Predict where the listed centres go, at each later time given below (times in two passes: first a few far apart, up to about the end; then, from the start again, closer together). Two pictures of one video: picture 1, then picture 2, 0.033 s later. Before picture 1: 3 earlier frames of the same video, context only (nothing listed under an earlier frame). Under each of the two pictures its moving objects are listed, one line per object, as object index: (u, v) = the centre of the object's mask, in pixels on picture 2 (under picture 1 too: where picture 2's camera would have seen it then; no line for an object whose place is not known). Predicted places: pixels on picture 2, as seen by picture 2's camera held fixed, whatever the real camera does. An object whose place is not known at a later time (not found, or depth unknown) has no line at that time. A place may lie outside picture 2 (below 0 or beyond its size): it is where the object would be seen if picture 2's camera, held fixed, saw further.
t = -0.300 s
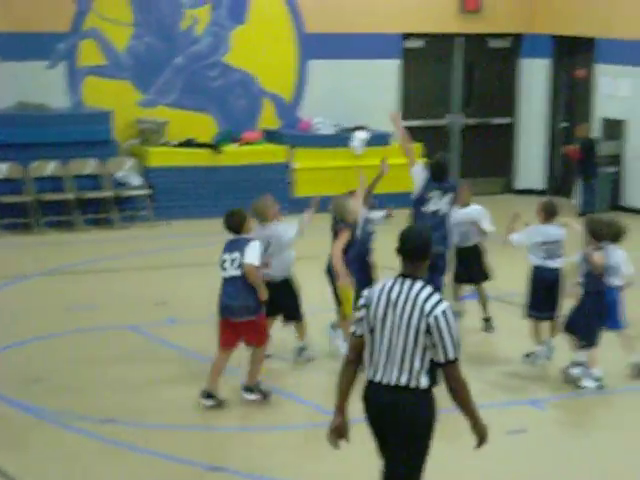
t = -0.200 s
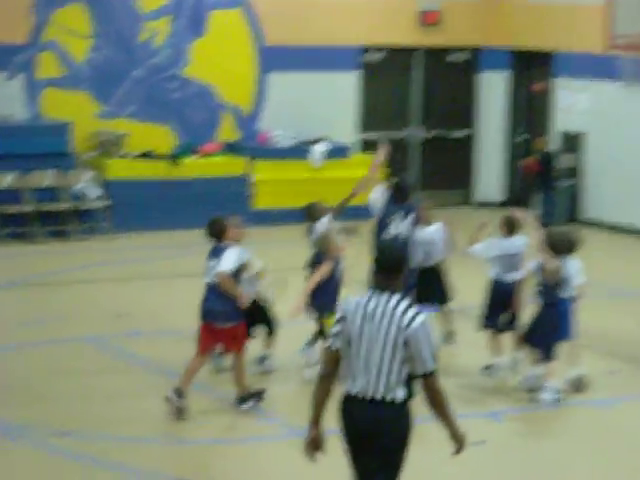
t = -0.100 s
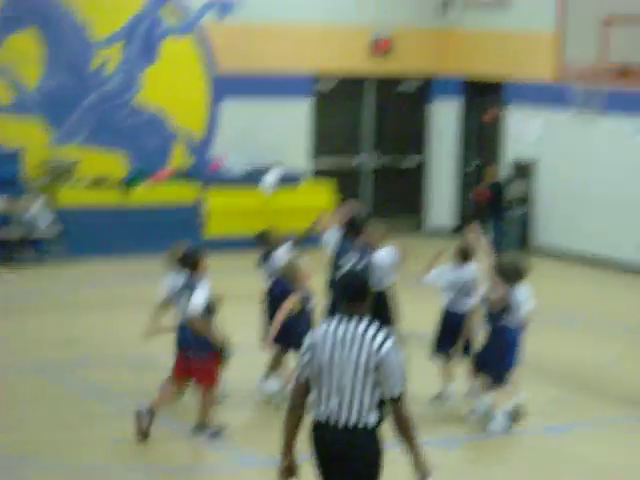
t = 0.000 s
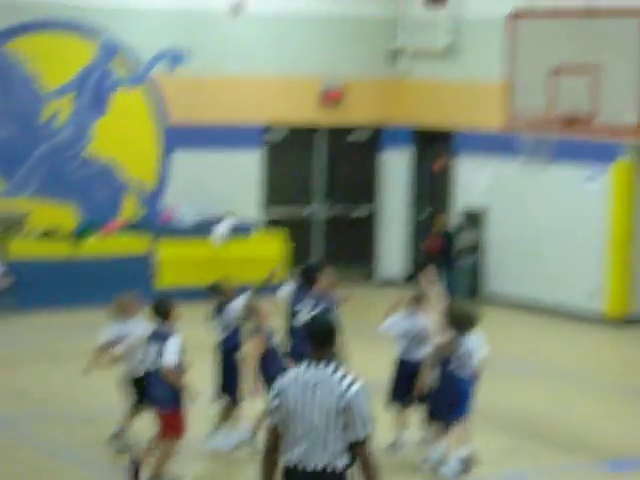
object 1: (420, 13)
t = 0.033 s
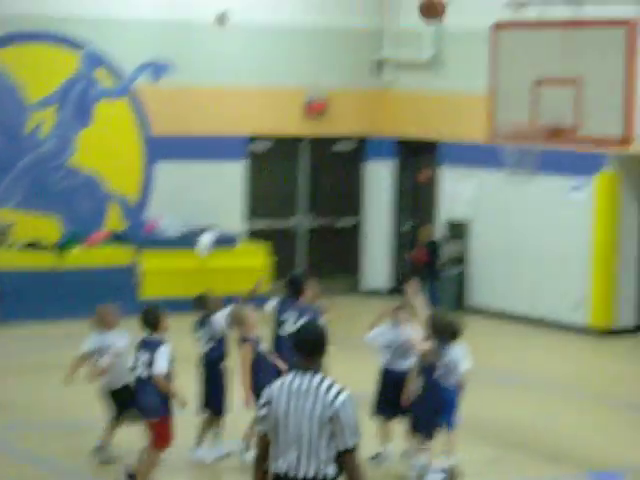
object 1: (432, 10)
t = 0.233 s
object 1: (502, 54)
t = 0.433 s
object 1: (509, 118)
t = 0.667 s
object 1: (537, 104)
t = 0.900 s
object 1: (577, 138)
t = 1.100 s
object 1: (609, 224)
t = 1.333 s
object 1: (645, 390)
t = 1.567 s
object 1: (679, 380)
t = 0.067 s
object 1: (443, 13)
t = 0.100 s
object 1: (455, 19)
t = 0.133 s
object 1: (467, 26)
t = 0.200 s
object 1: (490, 42)
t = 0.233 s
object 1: (502, 54)
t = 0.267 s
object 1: (512, 65)
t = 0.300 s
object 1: (524, 76)
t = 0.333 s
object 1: (536, 90)
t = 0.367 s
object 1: (527, 102)
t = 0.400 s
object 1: (517, 111)
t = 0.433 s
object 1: (509, 118)
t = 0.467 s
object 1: (504, 121)
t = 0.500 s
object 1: (508, 118)
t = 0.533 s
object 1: (515, 114)
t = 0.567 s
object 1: (521, 110)
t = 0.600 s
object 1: (526, 107)
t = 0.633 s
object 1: (532, 105)
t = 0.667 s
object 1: (537, 104)
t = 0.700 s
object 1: (543, 106)
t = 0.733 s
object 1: (548, 108)
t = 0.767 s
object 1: (553, 112)
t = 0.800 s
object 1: (559, 117)
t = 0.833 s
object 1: (565, 122)
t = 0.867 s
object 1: (572, 131)
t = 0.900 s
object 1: (577, 138)
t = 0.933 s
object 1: (581, 150)
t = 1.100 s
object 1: (609, 224)
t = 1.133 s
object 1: (614, 243)
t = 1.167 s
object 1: (621, 265)
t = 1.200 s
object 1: (626, 285)
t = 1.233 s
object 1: (632, 311)
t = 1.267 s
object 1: (635, 334)
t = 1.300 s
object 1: (640, 360)
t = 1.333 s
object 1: (645, 390)
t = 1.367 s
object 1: (650, 420)
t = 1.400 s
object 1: (655, 451)
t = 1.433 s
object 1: (658, 457)
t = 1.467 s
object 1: (664, 438)
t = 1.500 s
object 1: (669, 416)
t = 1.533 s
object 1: (674, 397)
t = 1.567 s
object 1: (679, 380)
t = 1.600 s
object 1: (684, 362)
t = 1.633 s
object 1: (688, 345)
